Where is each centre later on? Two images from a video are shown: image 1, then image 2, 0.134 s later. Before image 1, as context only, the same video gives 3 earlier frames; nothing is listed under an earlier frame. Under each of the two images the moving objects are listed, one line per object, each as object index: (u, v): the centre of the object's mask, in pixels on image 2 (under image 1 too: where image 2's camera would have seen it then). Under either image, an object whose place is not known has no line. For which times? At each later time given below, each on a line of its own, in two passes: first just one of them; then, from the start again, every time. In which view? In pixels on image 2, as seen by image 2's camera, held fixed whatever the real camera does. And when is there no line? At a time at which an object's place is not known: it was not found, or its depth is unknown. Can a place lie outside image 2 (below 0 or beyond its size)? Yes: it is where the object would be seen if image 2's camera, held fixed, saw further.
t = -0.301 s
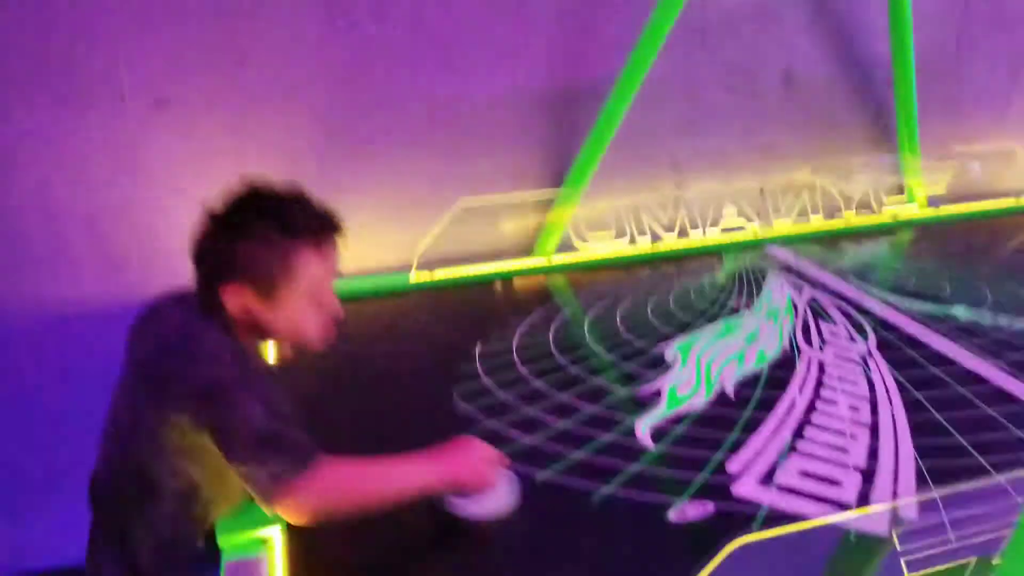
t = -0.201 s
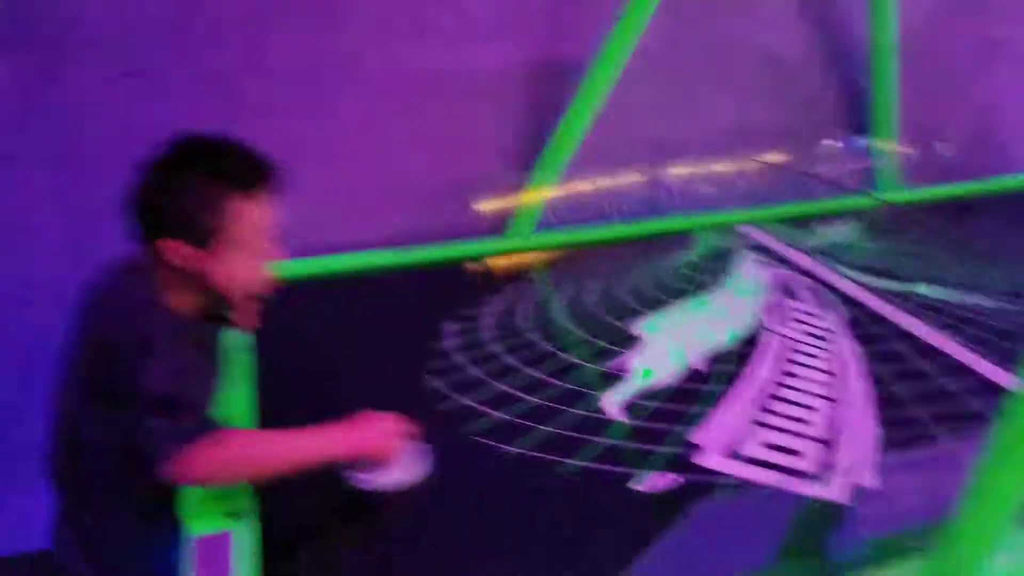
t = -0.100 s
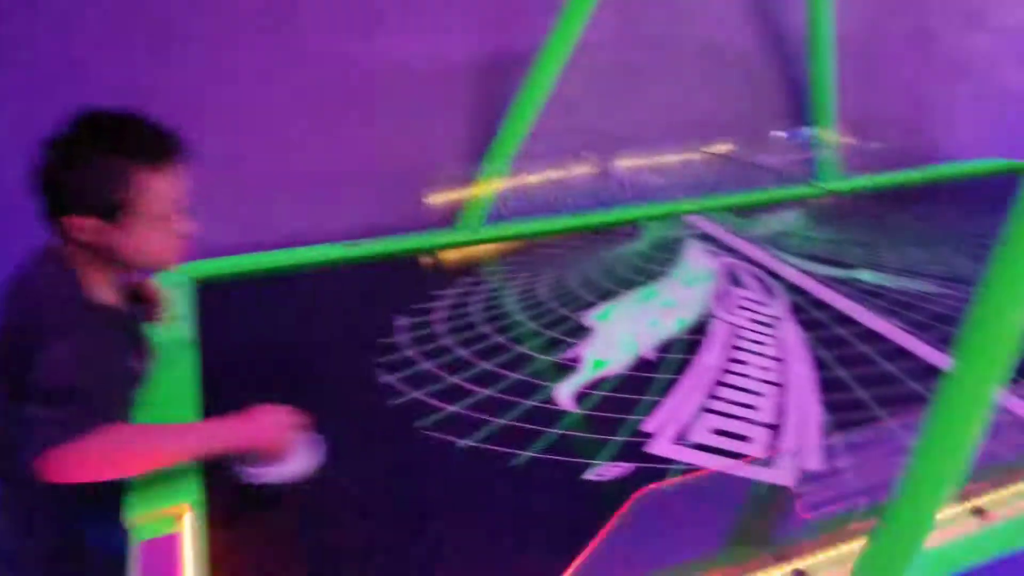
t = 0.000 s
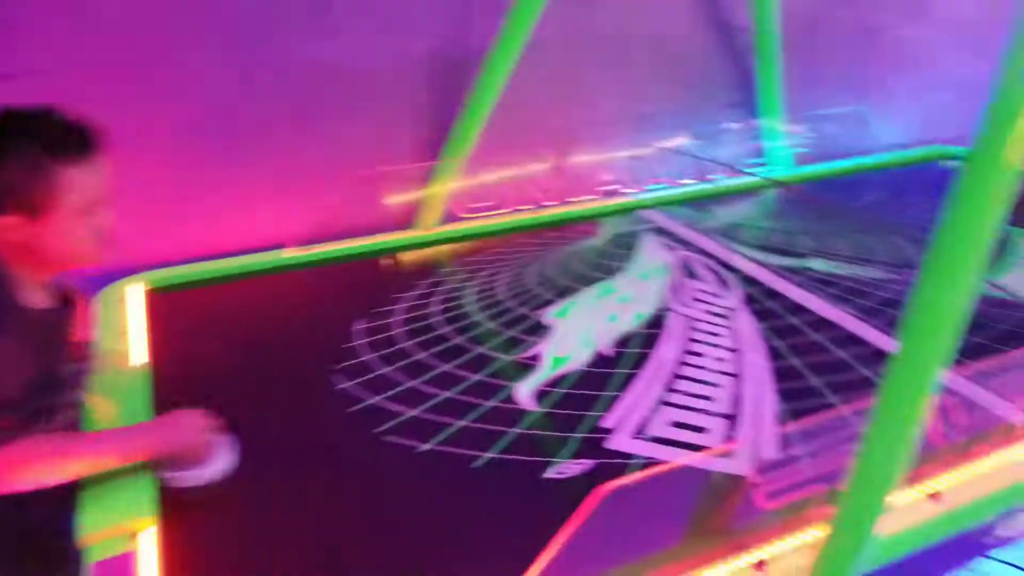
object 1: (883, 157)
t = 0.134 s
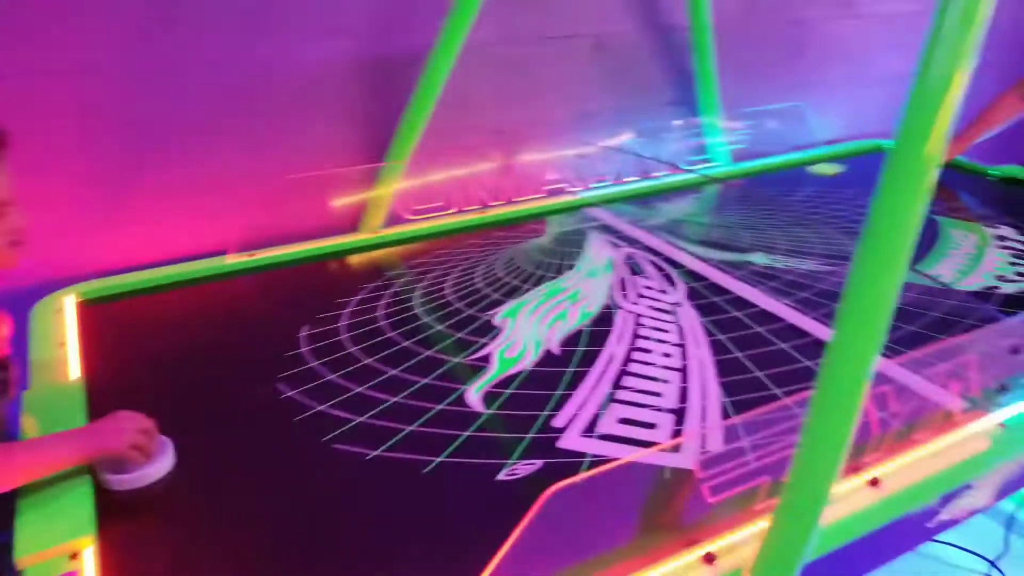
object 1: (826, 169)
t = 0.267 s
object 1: (791, 195)
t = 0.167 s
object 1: (817, 175)
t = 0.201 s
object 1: (808, 182)
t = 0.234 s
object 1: (800, 189)
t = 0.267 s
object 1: (791, 195)
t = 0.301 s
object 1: (781, 203)
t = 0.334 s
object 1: (769, 211)
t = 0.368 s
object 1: (758, 219)
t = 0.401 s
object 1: (746, 228)
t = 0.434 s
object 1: (734, 237)
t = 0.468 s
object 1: (722, 247)
